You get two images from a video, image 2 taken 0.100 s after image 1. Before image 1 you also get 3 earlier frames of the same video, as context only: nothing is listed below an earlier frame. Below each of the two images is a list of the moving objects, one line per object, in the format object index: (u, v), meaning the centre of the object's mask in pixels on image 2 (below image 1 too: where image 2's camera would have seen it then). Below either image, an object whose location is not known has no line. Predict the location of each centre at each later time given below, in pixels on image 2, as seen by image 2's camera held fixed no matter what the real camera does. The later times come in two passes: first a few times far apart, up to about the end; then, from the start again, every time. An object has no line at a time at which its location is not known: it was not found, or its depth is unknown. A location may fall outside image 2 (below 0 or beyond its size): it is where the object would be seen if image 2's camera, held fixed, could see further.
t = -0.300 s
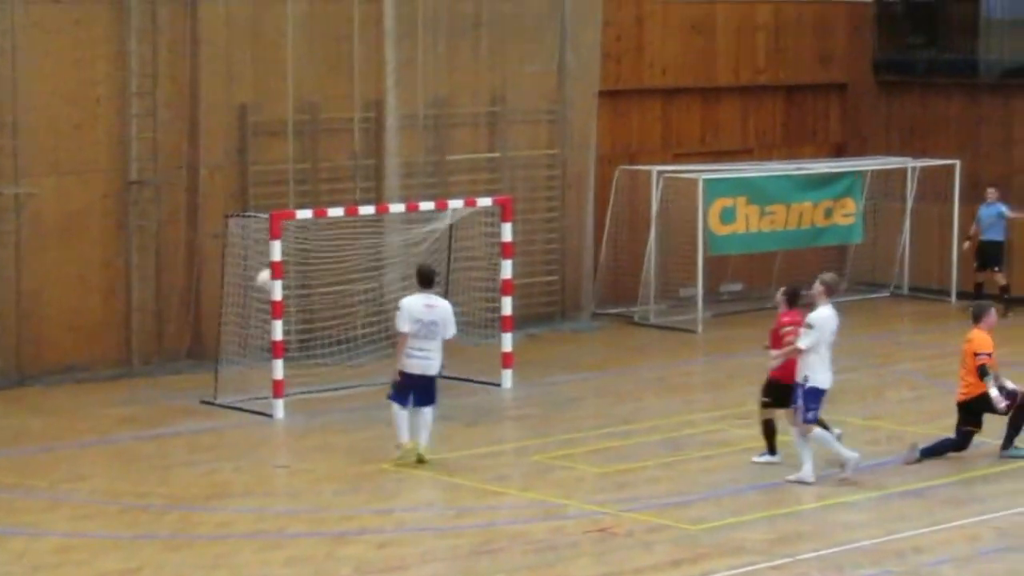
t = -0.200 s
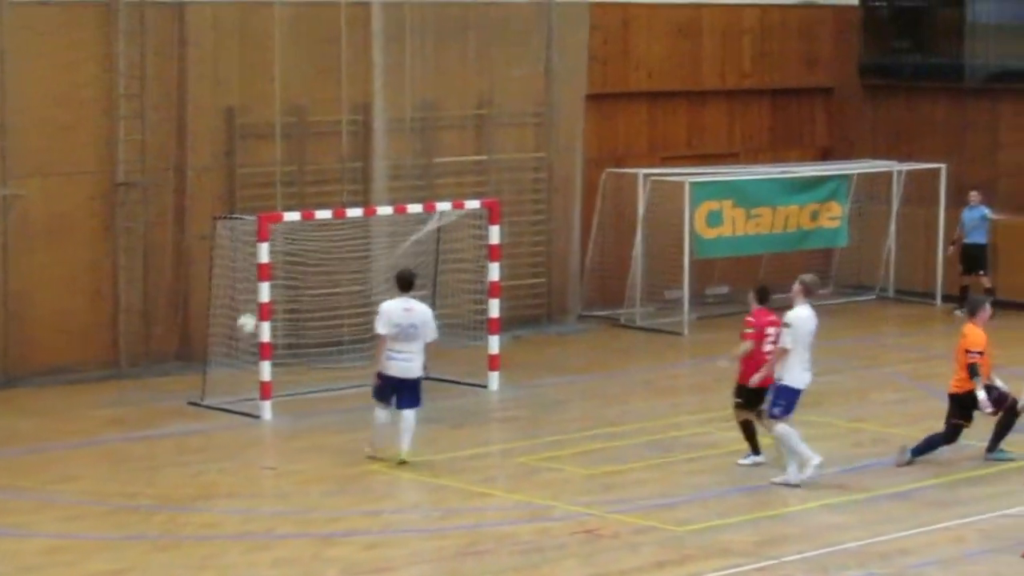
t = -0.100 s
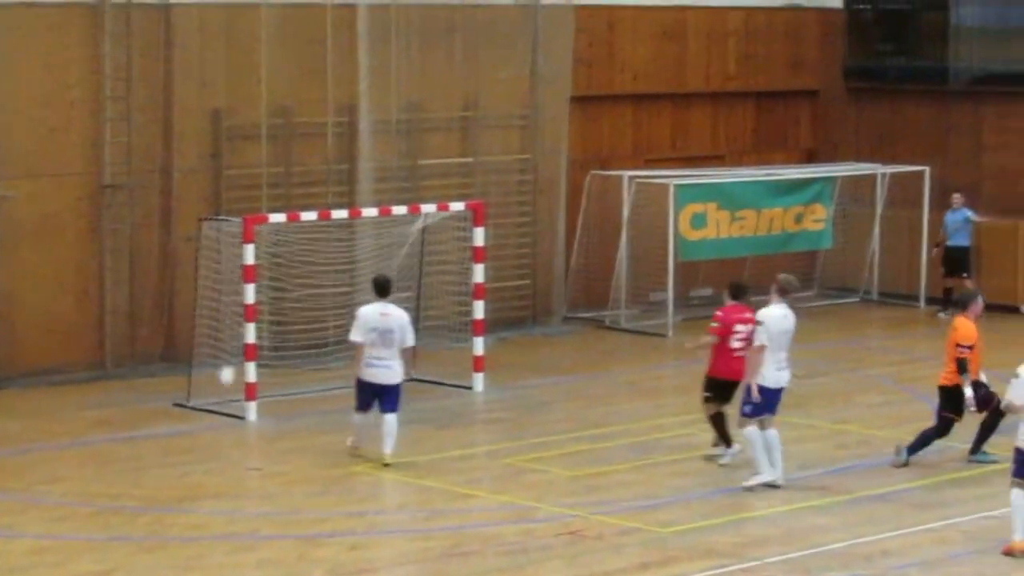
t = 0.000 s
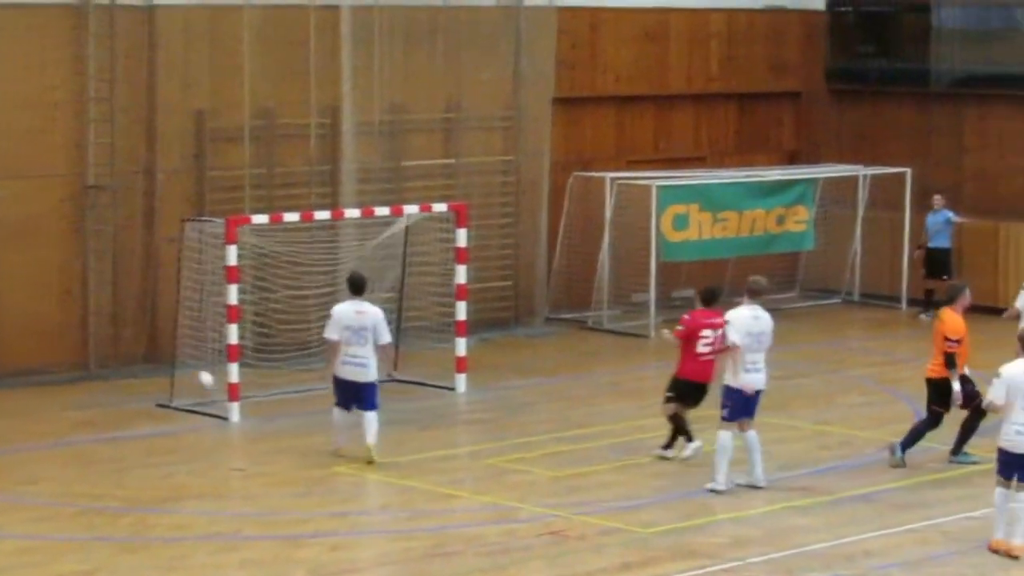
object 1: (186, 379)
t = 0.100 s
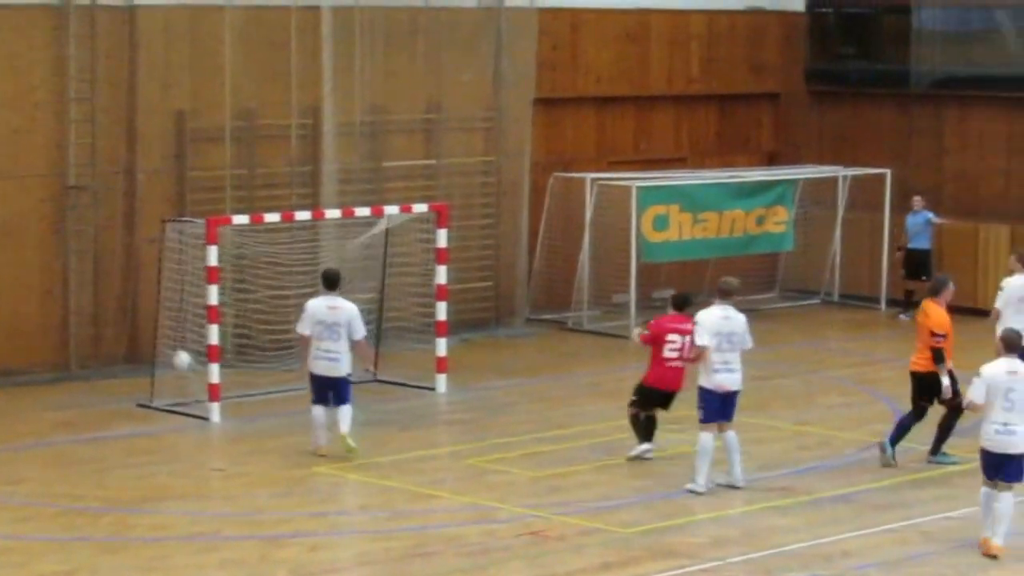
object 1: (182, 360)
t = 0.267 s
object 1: (176, 350)
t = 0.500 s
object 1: (177, 381)
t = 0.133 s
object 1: (180, 356)
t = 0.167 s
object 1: (178, 353)
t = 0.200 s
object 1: (178, 351)
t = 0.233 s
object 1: (177, 350)
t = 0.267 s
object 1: (176, 350)
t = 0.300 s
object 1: (176, 351)
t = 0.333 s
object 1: (176, 353)
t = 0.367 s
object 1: (175, 356)
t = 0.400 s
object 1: (176, 362)
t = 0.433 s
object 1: (176, 368)
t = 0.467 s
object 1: (177, 374)
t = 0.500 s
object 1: (177, 381)
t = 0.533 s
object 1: (178, 388)
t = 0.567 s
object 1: (180, 390)
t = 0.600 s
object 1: (178, 388)
